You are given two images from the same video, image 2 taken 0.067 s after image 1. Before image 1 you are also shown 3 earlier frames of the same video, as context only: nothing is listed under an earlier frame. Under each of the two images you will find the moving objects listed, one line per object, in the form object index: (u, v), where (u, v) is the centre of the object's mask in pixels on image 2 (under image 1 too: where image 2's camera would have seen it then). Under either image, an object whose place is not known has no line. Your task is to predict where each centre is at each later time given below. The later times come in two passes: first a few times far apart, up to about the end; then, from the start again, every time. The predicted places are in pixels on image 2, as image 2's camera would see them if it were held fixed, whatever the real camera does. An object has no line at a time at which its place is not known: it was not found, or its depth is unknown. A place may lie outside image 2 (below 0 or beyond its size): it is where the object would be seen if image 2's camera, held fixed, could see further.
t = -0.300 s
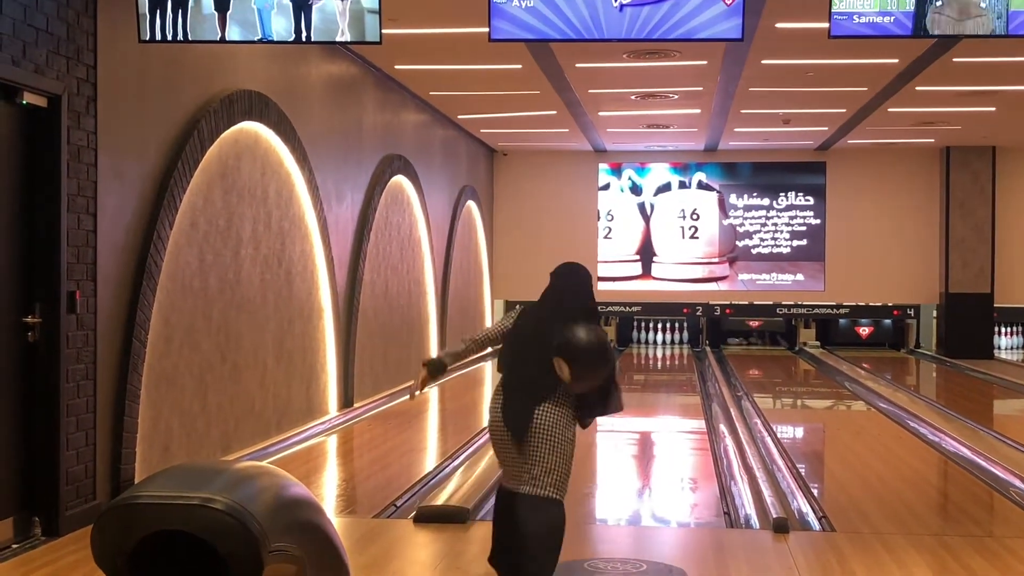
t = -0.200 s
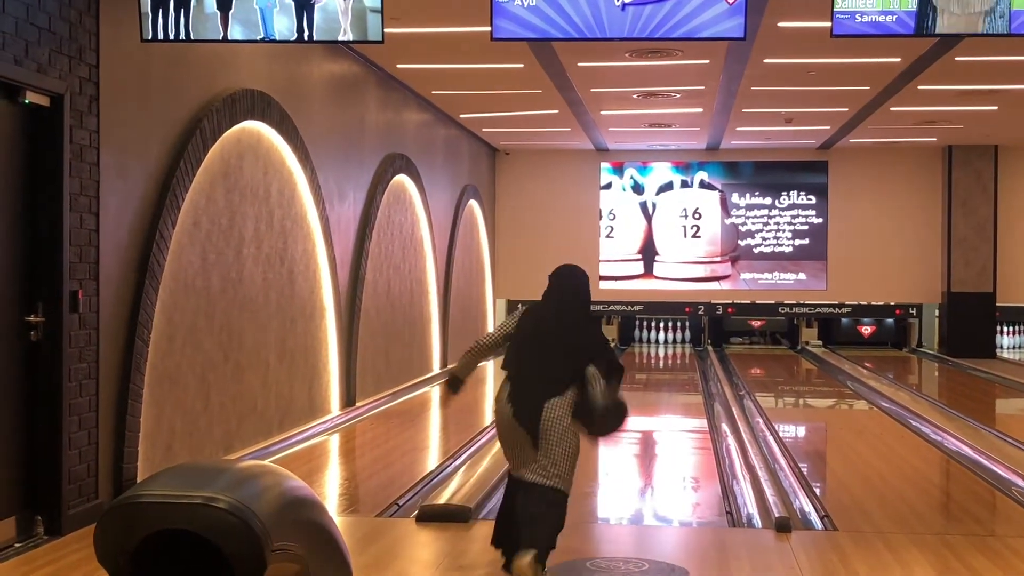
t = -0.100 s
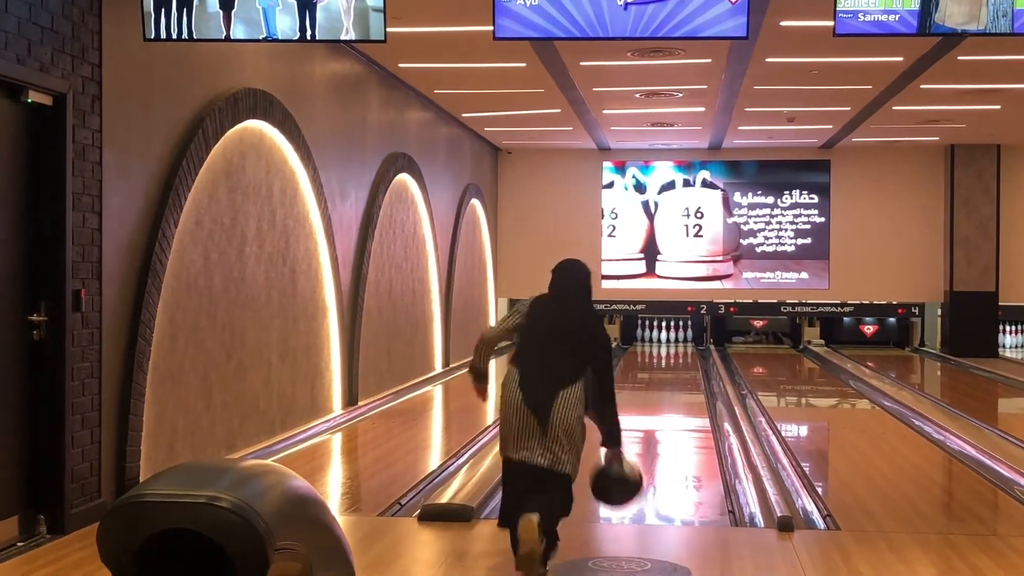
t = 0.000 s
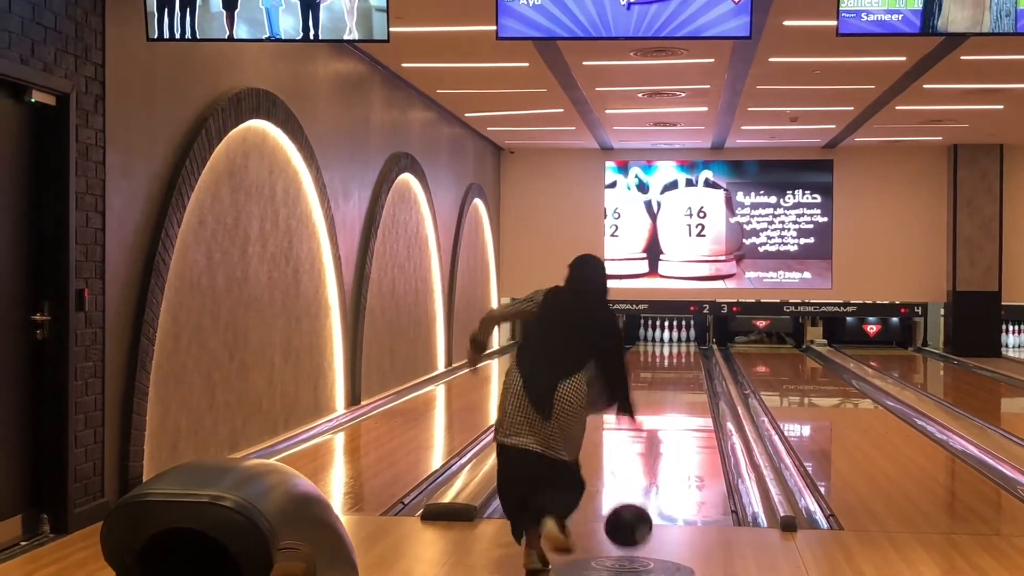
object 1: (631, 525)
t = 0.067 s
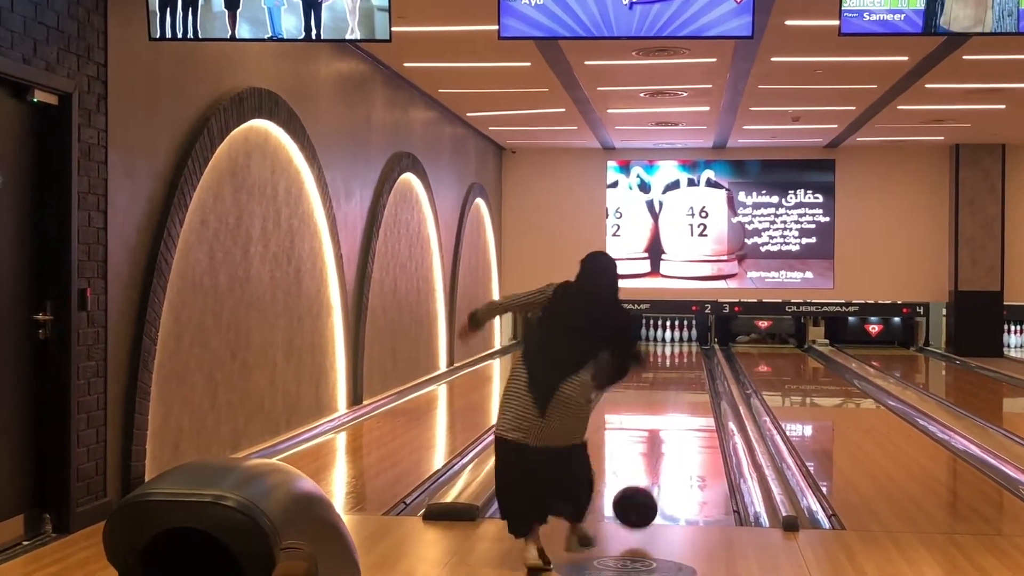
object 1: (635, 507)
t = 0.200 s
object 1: (643, 489)
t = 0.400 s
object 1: (651, 461)
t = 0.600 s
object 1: (660, 440)
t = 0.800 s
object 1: (665, 422)
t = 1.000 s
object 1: (669, 409)
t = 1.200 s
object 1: (673, 398)
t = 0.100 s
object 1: (637, 499)
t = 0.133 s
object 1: (639, 493)
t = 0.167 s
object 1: (641, 490)
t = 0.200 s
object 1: (643, 489)
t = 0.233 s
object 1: (644, 484)
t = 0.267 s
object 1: (645, 480)
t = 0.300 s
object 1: (647, 475)
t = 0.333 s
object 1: (649, 470)
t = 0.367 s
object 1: (650, 465)
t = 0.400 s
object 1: (651, 461)
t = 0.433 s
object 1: (652, 457)
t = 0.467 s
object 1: (654, 454)
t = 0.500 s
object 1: (655, 451)
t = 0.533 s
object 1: (657, 448)
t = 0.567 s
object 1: (659, 444)
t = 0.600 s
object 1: (660, 440)
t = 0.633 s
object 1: (661, 437)
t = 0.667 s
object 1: (661, 434)
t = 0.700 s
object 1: (662, 431)
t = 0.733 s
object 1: (663, 428)
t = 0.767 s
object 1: (664, 425)
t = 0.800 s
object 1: (665, 422)
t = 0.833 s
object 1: (666, 419)
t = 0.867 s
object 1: (666, 417)
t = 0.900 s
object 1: (667, 415)
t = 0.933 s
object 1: (668, 412)
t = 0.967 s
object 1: (669, 410)
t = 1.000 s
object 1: (669, 409)
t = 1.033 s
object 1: (670, 406)
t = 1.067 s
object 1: (672, 405)
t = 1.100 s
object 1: (673, 403)
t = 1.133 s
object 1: (674, 401)
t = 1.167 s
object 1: (672, 400)
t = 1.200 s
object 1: (673, 398)
